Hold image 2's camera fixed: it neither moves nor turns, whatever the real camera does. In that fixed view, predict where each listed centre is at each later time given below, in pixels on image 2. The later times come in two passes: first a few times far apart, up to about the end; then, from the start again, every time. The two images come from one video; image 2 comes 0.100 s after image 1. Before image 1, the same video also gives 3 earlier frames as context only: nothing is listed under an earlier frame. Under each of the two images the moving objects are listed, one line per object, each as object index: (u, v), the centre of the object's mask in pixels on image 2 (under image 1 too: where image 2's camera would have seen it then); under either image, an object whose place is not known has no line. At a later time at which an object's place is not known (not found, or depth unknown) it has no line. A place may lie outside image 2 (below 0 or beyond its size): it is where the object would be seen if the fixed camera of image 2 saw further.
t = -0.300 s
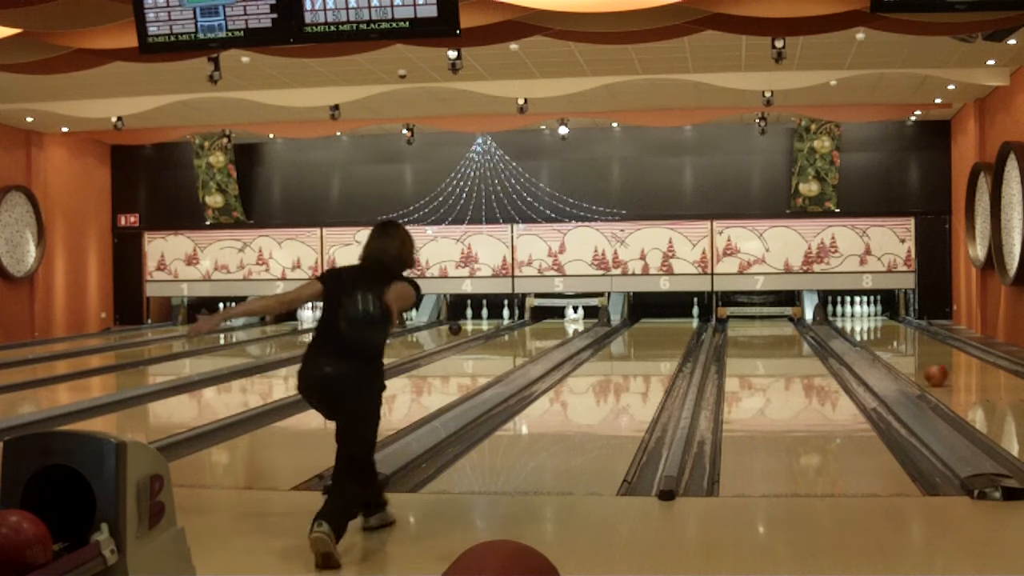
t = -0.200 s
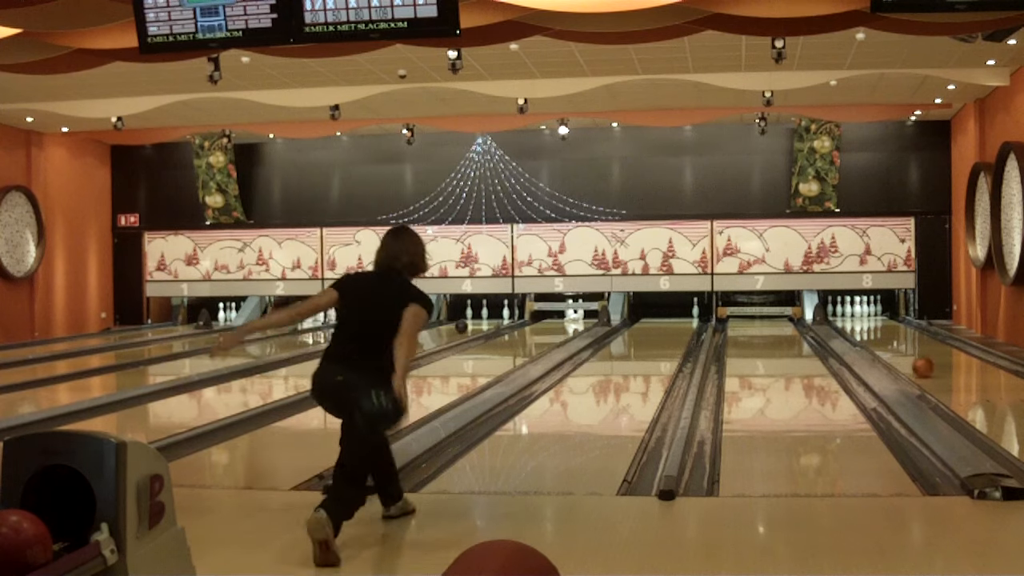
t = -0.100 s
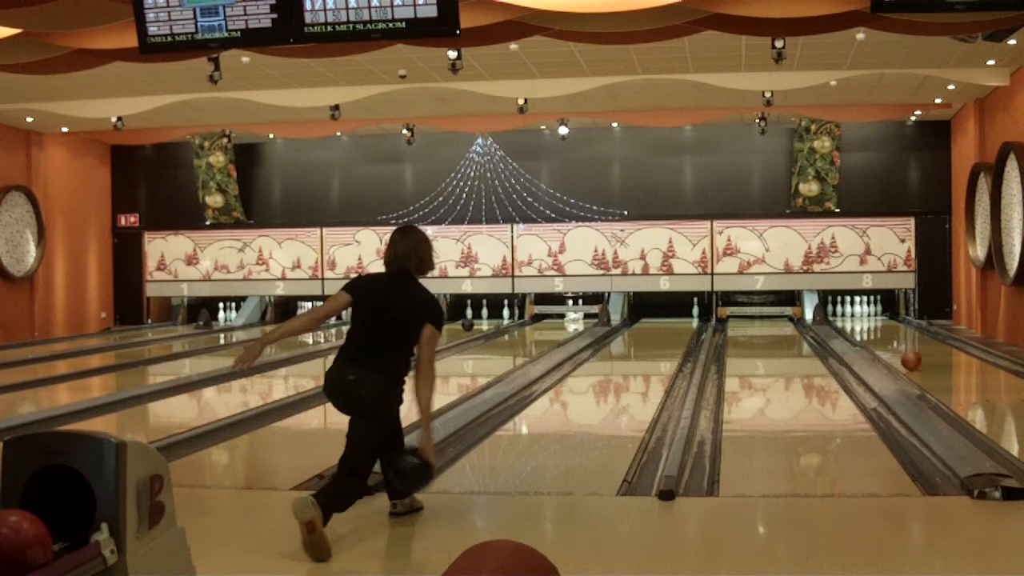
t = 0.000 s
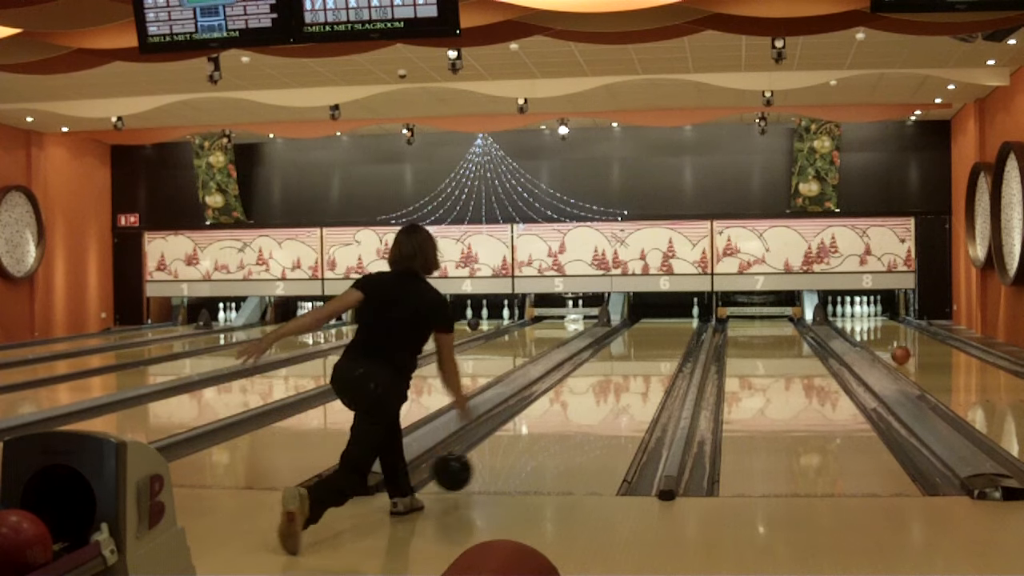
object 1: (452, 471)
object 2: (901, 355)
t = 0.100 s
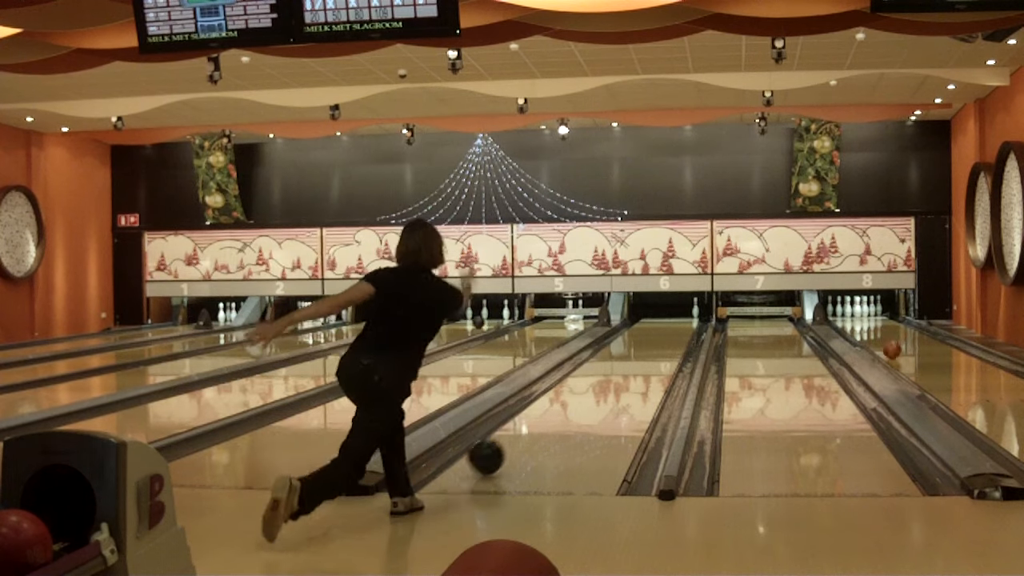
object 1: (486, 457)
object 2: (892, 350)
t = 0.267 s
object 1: (529, 429)
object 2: (879, 342)
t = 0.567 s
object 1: (582, 393)
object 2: (863, 331)
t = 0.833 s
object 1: (614, 372)
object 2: (852, 323)
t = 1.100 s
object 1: (638, 356)
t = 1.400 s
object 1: (657, 342)
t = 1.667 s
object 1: (669, 333)
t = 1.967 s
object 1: (680, 325)
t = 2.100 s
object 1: (683, 321)
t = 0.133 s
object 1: (496, 451)
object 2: (889, 348)
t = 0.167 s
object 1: (505, 445)
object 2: (886, 346)
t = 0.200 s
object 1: (513, 439)
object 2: (884, 345)
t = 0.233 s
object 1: (521, 433)
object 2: (882, 343)
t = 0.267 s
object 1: (529, 429)
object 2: (879, 342)
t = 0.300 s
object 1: (537, 424)
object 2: (877, 340)
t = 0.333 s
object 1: (543, 419)
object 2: (876, 338)
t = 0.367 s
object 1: (549, 415)
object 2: (874, 338)
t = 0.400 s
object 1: (556, 411)
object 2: (871, 337)
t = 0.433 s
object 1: (562, 407)
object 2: (870, 336)
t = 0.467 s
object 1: (567, 403)
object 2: (869, 334)
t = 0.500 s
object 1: (572, 400)
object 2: (866, 333)
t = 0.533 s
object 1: (578, 396)
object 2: (864, 332)
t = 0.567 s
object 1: (582, 393)
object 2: (863, 331)
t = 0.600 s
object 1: (587, 390)
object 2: (860, 329)
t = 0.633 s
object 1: (592, 387)
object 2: (859, 329)
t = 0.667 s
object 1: (596, 384)
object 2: (858, 328)
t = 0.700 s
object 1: (600, 382)
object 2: (857, 327)
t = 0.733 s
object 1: (604, 379)
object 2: (856, 326)
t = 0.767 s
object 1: (607, 376)
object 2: (855, 325)
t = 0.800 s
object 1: (611, 374)
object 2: (854, 324)
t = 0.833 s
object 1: (614, 372)
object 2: (852, 323)
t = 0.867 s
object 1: (618, 370)
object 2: (851, 322)
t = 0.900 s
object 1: (621, 367)
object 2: (851, 321)
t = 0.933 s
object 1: (624, 365)
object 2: (850, 320)
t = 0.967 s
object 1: (627, 363)
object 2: (849, 320)
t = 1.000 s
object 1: (630, 361)
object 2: (849, 319)
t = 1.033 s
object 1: (632, 359)
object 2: (849, 319)
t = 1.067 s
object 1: (635, 357)
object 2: (849, 318)
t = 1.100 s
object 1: (638, 356)
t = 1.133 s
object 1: (640, 354)
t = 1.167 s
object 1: (642, 352)
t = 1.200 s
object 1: (644, 351)
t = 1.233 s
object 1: (647, 349)
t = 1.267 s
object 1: (649, 348)
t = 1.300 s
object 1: (651, 346)
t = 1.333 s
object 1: (653, 345)
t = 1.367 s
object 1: (655, 343)
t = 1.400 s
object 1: (657, 342)
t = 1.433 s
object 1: (658, 341)
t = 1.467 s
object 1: (660, 340)
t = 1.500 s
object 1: (662, 339)
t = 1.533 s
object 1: (663, 337)
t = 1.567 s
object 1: (665, 336)
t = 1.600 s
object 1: (666, 335)
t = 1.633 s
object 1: (668, 334)
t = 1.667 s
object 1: (669, 333)
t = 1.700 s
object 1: (671, 332)
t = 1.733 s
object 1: (672, 330)
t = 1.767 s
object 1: (673, 330)
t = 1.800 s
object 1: (674, 329)
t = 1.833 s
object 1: (675, 328)
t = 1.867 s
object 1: (676, 327)
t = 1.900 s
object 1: (677, 326)
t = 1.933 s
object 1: (679, 325)
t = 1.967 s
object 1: (680, 325)
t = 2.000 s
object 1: (680, 324)
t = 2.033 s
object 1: (681, 322)
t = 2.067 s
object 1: (681, 322)
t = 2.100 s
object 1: (683, 321)
